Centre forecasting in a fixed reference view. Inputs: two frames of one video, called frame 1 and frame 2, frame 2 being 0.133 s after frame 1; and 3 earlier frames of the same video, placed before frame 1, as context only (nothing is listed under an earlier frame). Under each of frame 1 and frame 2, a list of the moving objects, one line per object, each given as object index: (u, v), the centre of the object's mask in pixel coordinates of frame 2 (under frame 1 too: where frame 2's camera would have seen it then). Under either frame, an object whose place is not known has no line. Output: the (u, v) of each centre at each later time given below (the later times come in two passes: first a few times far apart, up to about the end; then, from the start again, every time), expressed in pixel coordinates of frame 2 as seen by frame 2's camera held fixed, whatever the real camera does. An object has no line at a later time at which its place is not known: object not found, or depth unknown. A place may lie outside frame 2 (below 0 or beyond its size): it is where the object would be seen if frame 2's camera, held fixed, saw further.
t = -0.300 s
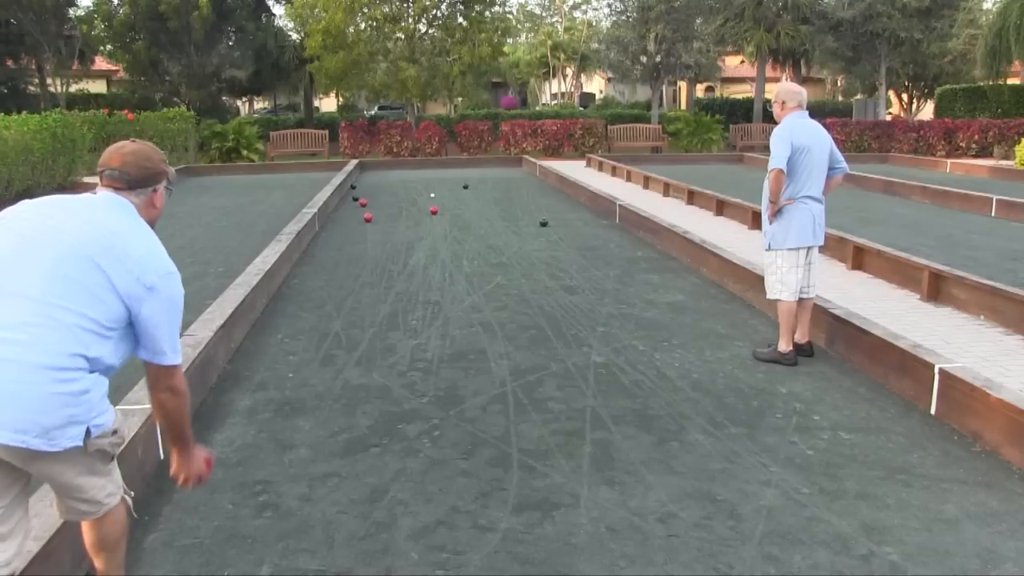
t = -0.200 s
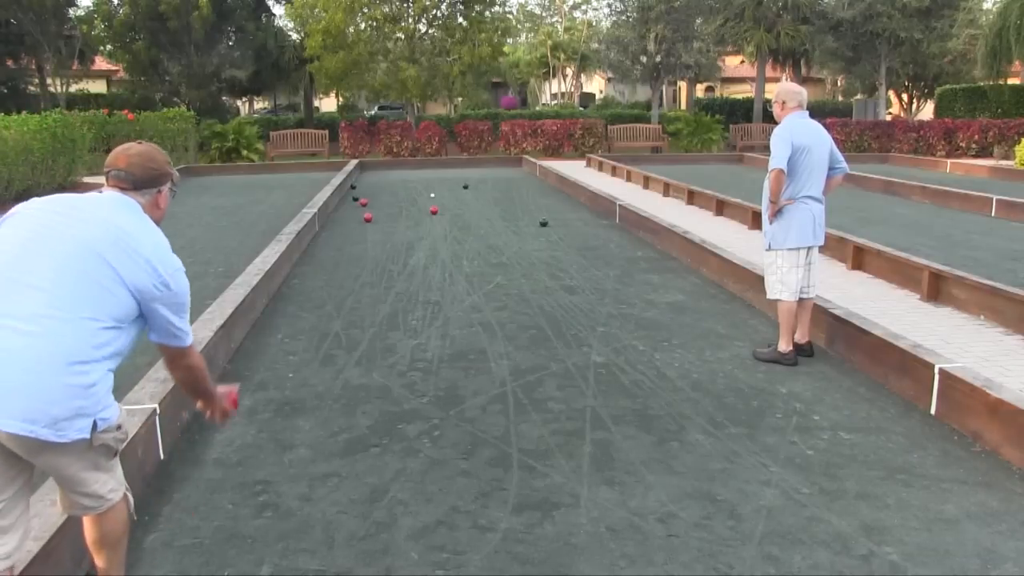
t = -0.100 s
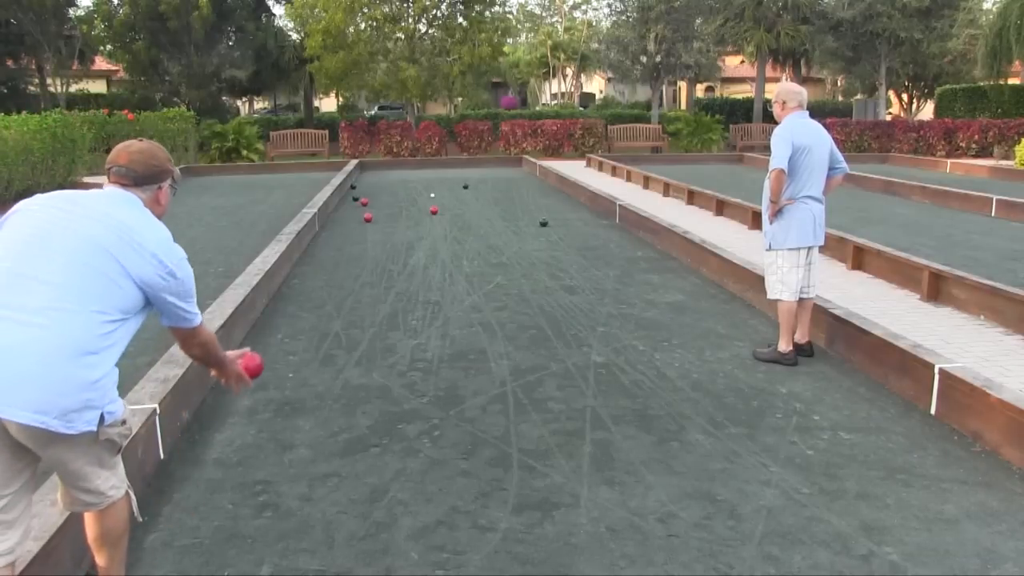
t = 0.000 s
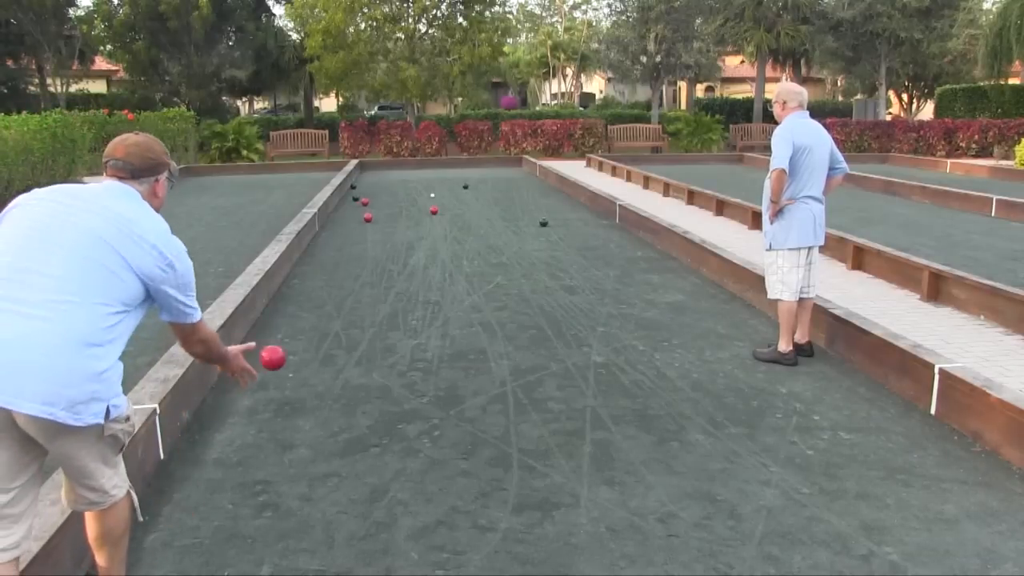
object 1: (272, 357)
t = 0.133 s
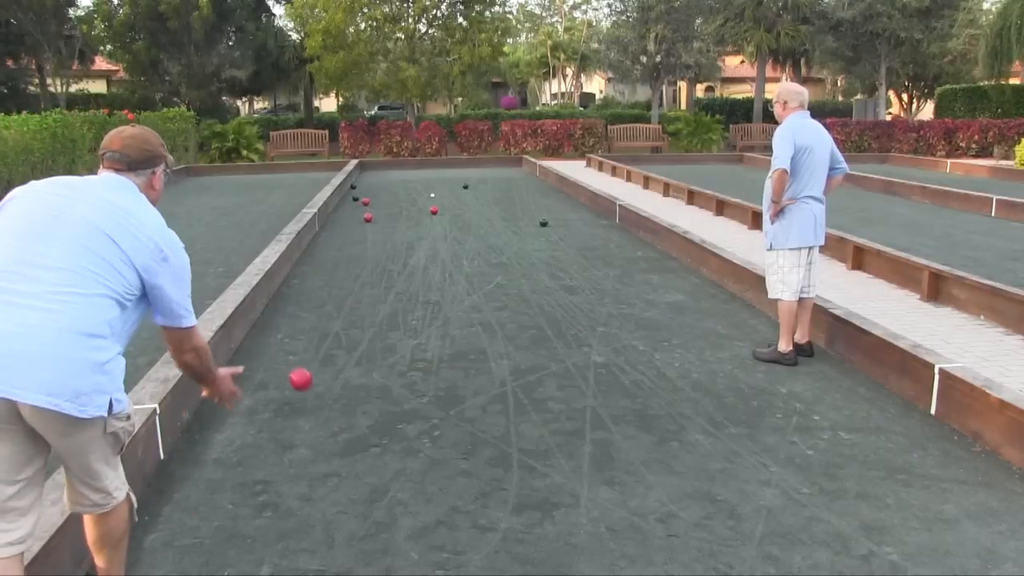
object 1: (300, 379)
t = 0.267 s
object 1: (317, 376)
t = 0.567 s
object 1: (339, 347)
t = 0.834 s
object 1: (353, 322)
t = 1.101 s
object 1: (365, 303)
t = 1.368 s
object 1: (373, 288)
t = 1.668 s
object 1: (381, 274)
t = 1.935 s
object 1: (387, 263)
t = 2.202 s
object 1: (392, 255)
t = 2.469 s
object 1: (398, 247)
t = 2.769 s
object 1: (403, 241)
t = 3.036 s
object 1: (407, 235)
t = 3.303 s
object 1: (410, 231)
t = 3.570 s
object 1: (412, 227)
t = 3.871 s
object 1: (414, 223)
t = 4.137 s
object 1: (417, 221)
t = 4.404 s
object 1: (419, 218)
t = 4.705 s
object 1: (423, 216)
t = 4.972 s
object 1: (426, 214)
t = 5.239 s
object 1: (429, 212)
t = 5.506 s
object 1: (430, 211)
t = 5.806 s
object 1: (430, 210)
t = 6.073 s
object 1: (430, 210)
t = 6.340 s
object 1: (430, 210)
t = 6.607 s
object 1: (430, 211)
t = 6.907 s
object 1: (430, 210)
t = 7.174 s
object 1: (430, 210)
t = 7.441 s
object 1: (430, 210)
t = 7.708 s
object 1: (430, 210)
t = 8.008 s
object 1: (430, 210)
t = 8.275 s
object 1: (430, 210)
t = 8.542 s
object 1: (429, 210)
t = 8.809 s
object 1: (430, 210)
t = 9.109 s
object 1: (430, 210)
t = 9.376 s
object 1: (429, 210)
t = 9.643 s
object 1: (429, 210)
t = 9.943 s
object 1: (430, 210)
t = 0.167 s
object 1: (307, 389)
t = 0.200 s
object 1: (312, 391)
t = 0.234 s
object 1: (315, 383)
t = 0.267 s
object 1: (317, 376)
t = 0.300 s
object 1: (320, 373)
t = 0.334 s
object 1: (323, 371)
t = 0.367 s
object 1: (326, 369)
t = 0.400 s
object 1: (328, 364)
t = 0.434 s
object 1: (330, 361)
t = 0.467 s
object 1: (333, 357)
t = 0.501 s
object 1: (335, 354)
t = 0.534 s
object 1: (337, 350)
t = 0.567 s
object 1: (339, 347)
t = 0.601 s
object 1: (341, 343)
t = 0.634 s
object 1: (343, 340)
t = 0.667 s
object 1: (345, 337)
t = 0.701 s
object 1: (347, 333)
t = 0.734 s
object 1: (348, 330)
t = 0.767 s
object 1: (350, 328)
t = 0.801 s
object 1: (352, 325)
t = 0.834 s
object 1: (353, 322)
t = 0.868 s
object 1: (355, 320)
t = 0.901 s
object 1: (356, 317)
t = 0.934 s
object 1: (358, 315)
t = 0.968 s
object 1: (359, 312)
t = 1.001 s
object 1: (361, 309)
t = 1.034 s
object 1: (362, 307)
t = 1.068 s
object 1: (363, 305)
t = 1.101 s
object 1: (365, 303)
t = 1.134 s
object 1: (366, 301)
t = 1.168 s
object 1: (367, 299)
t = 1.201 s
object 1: (368, 297)
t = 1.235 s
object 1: (369, 295)
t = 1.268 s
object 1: (370, 293)
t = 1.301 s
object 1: (371, 291)
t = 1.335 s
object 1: (372, 289)
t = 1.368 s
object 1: (373, 288)
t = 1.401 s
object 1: (374, 286)
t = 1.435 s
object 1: (375, 284)
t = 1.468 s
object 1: (376, 283)
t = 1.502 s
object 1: (377, 281)
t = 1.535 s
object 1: (378, 280)
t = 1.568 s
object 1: (379, 278)
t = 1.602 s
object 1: (380, 276)
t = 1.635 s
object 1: (381, 275)
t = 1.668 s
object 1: (381, 274)
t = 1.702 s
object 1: (382, 272)
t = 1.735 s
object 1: (383, 271)
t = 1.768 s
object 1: (383, 270)
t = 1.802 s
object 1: (384, 268)
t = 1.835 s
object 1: (385, 267)
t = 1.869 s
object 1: (386, 266)
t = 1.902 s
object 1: (387, 264)
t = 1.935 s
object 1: (387, 263)
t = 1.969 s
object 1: (388, 262)
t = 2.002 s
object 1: (389, 261)
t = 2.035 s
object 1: (389, 260)
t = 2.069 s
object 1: (390, 259)
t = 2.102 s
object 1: (391, 258)
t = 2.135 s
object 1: (391, 257)
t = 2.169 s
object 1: (392, 256)
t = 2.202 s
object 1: (392, 255)
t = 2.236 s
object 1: (393, 254)
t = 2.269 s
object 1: (394, 253)
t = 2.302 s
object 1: (394, 252)
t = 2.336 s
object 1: (395, 251)
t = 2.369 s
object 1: (396, 250)
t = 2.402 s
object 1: (396, 249)
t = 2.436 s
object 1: (397, 249)
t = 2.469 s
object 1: (398, 247)
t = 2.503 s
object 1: (398, 247)
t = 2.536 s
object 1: (399, 246)
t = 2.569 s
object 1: (400, 245)
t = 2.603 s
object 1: (401, 244)
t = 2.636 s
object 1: (401, 243)
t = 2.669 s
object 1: (402, 243)
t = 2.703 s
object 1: (403, 242)
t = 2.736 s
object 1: (403, 241)
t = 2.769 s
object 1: (403, 241)
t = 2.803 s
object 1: (404, 240)
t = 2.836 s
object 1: (404, 239)
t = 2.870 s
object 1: (405, 239)
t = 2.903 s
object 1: (405, 238)
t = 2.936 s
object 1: (406, 237)
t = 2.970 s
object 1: (406, 237)
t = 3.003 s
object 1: (407, 236)
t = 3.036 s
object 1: (407, 235)
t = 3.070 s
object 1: (407, 235)
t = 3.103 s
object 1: (408, 235)
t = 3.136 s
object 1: (408, 234)
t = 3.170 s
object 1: (408, 234)
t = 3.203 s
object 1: (409, 233)
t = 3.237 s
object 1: (409, 232)
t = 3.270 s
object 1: (409, 232)
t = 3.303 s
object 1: (410, 231)
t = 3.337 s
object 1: (410, 231)
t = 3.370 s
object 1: (410, 230)
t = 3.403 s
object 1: (411, 229)
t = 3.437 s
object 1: (411, 229)
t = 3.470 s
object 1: (411, 228)
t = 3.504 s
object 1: (411, 228)
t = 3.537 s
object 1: (412, 228)
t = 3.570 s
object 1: (412, 227)
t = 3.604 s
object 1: (412, 226)
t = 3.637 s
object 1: (413, 226)
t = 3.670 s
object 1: (413, 226)
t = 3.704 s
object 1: (413, 225)
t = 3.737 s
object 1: (413, 225)
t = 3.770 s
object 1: (414, 225)
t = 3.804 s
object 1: (414, 224)
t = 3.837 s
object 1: (414, 224)
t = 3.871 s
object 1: (414, 223)
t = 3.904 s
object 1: (415, 223)
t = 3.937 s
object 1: (415, 223)
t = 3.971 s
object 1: (415, 222)
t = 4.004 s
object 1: (415, 222)
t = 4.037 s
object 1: (416, 222)
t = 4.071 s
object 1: (416, 221)
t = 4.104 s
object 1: (416, 221)
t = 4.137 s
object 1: (417, 221)
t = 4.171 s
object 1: (417, 220)
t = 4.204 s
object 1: (417, 220)
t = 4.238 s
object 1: (418, 220)
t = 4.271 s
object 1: (418, 219)
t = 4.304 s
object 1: (418, 219)
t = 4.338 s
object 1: (419, 219)
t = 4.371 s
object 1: (419, 218)
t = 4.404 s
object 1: (419, 218)
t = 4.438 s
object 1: (420, 218)
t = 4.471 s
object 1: (420, 218)
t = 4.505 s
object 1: (421, 217)
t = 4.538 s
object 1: (421, 217)
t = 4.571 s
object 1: (422, 217)
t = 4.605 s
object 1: (422, 217)
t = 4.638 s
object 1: (422, 216)
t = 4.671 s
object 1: (423, 216)
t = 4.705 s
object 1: (423, 216)
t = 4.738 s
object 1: (424, 216)
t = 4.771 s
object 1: (424, 215)
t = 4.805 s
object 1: (425, 215)
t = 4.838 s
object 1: (425, 215)
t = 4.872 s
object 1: (425, 215)
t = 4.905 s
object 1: (426, 215)
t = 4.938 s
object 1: (426, 214)
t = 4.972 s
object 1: (426, 214)
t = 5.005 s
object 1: (426, 214)
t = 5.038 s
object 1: (426, 214)
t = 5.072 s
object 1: (427, 213)
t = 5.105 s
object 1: (428, 213)
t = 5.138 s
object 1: (428, 213)
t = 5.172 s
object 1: (428, 213)
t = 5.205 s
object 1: (428, 213)
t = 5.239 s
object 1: (429, 212)
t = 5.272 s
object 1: (429, 212)
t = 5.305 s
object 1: (429, 212)
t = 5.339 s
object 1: (429, 212)
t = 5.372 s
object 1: (430, 212)
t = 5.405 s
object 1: (430, 211)
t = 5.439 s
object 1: (430, 211)
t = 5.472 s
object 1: (430, 211)
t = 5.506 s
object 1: (430, 211)
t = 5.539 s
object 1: (430, 211)
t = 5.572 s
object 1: (431, 211)
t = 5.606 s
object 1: (431, 211)
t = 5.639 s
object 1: (431, 211)
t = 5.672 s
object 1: (431, 211)
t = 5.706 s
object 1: (431, 211)
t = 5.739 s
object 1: (431, 211)
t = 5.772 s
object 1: (430, 211)
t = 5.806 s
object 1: (430, 210)
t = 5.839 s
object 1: (430, 211)
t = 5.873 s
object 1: (430, 211)
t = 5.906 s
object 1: (430, 210)
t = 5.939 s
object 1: (430, 210)
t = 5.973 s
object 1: (430, 210)
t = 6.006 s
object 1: (430, 211)
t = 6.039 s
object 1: (430, 211)
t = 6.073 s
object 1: (430, 210)
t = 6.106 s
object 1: (430, 210)
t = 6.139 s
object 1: (430, 210)
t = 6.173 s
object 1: (430, 210)
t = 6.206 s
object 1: (430, 211)
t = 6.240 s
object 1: (430, 211)
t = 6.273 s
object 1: (430, 211)
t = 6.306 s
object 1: (430, 211)
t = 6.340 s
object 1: (430, 210)
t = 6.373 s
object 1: (430, 211)
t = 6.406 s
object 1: (430, 210)
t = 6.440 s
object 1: (430, 211)
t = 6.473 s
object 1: (430, 210)
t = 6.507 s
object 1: (430, 210)
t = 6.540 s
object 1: (430, 210)
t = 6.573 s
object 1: (430, 211)
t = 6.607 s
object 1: (430, 211)
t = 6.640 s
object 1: (430, 210)
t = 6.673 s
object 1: (430, 210)
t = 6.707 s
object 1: (430, 210)
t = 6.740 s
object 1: (430, 210)
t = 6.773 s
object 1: (430, 210)
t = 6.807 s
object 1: (430, 210)
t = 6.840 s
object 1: (430, 210)
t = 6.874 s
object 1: (430, 210)
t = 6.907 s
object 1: (430, 210)
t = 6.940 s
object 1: (430, 210)
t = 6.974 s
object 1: (430, 210)
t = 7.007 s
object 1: (430, 210)
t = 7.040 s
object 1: (430, 210)
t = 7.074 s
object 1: (430, 210)
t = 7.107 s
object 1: (430, 210)
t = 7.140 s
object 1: (430, 210)
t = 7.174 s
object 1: (430, 210)
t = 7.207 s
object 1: (430, 210)
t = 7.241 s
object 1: (430, 210)
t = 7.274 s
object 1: (430, 210)
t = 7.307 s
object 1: (430, 210)
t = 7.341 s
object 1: (430, 210)
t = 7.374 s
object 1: (430, 210)
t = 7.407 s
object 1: (430, 210)
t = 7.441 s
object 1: (430, 210)
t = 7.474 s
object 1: (430, 210)
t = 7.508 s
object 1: (430, 210)
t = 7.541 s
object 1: (430, 210)
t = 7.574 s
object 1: (430, 210)
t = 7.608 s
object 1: (430, 210)
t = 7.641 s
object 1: (430, 210)
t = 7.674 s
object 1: (430, 210)
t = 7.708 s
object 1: (430, 210)
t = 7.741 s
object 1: (430, 210)
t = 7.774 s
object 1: (430, 210)
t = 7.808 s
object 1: (430, 210)
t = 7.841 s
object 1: (430, 210)
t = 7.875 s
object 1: (430, 210)
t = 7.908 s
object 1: (430, 210)
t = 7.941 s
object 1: (430, 210)
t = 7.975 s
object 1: (430, 210)
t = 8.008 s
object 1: (430, 210)
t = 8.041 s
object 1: (430, 210)
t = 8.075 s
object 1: (430, 210)
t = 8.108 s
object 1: (430, 210)
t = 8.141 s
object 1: (430, 210)
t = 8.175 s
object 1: (430, 210)
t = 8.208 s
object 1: (430, 210)
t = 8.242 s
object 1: (430, 210)
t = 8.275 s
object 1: (430, 210)
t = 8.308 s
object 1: (430, 210)
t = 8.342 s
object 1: (430, 210)
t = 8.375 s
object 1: (430, 210)
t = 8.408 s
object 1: (430, 210)
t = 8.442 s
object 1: (430, 210)
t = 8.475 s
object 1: (430, 210)
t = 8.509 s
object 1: (430, 210)
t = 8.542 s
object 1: (429, 210)
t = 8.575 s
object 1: (430, 210)
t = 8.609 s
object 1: (430, 210)
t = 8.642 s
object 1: (430, 210)
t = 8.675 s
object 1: (430, 210)
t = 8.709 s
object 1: (430, 210)
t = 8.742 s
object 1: (430, 210)
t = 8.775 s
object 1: (430, 210)
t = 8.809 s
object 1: (430, 210)
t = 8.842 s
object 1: (430, 210)
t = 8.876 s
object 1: (430, 210)
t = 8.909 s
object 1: (430, 210)
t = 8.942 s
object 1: (430, 210)
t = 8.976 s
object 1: (430, 210)
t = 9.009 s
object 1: (430, 210)
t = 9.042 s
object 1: (430, 210)
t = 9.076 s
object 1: (430, 210)
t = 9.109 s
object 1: (430, 210)
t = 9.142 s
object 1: (429, 210)
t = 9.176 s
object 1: (430, 211)
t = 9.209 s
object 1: (430, 211)
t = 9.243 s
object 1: (429, 211)
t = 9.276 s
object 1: (429, 210)
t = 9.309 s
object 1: (429, 210)
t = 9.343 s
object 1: (429, 210)
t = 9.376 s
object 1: (429, 210)
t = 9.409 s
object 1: (429, 210)
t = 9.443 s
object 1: (429, 210)
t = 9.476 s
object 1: (429, 210)
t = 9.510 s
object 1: (429, 210)
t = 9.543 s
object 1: (429, 210)
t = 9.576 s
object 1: (429, 210)
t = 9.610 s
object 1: (429, 210)
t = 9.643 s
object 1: (429, 210)
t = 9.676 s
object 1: (429, 210)
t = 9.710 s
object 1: (429, 210)
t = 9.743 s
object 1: (429, 210)
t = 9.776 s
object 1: (429, 210)
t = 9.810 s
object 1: (429, 210)
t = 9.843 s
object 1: (429, 210)
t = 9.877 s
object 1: (429, 210)
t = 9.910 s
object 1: (429, 210)
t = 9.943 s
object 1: (430, 210)
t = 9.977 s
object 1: (430, 210)
